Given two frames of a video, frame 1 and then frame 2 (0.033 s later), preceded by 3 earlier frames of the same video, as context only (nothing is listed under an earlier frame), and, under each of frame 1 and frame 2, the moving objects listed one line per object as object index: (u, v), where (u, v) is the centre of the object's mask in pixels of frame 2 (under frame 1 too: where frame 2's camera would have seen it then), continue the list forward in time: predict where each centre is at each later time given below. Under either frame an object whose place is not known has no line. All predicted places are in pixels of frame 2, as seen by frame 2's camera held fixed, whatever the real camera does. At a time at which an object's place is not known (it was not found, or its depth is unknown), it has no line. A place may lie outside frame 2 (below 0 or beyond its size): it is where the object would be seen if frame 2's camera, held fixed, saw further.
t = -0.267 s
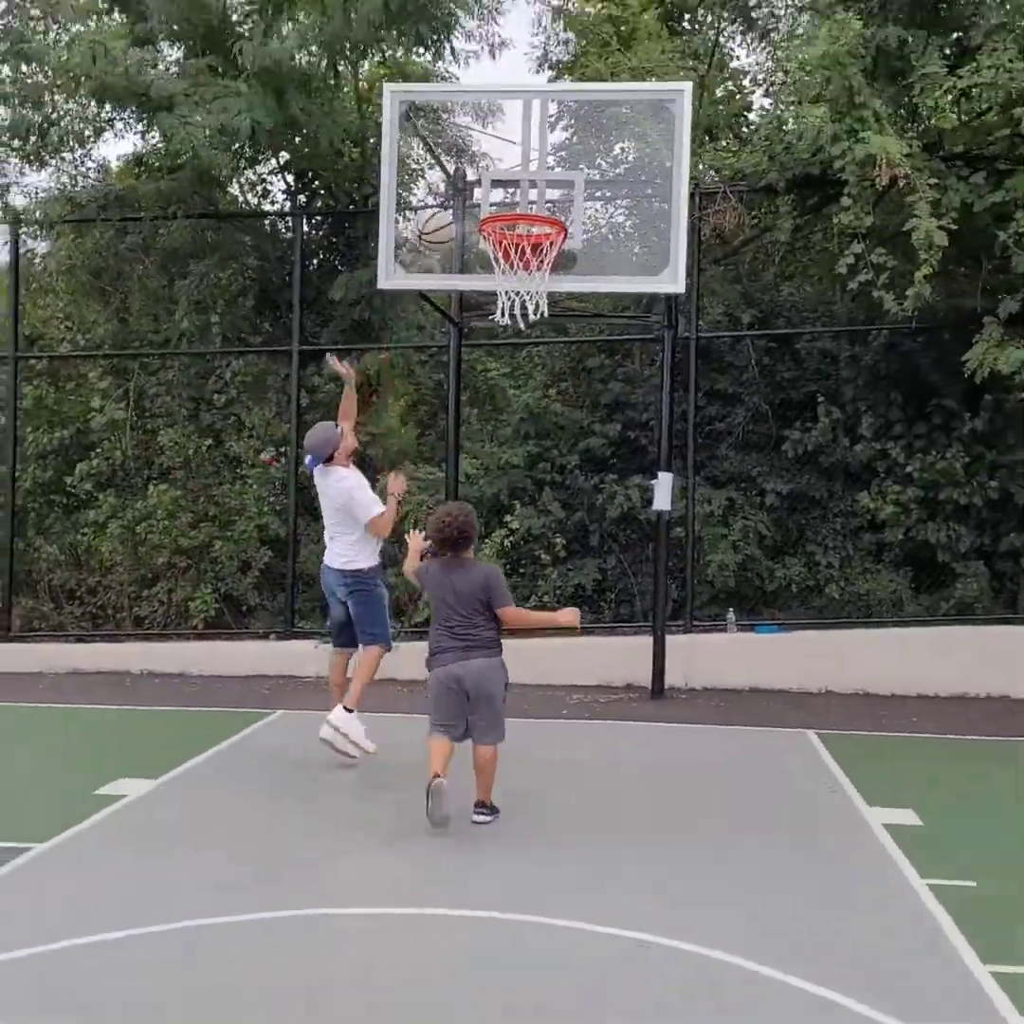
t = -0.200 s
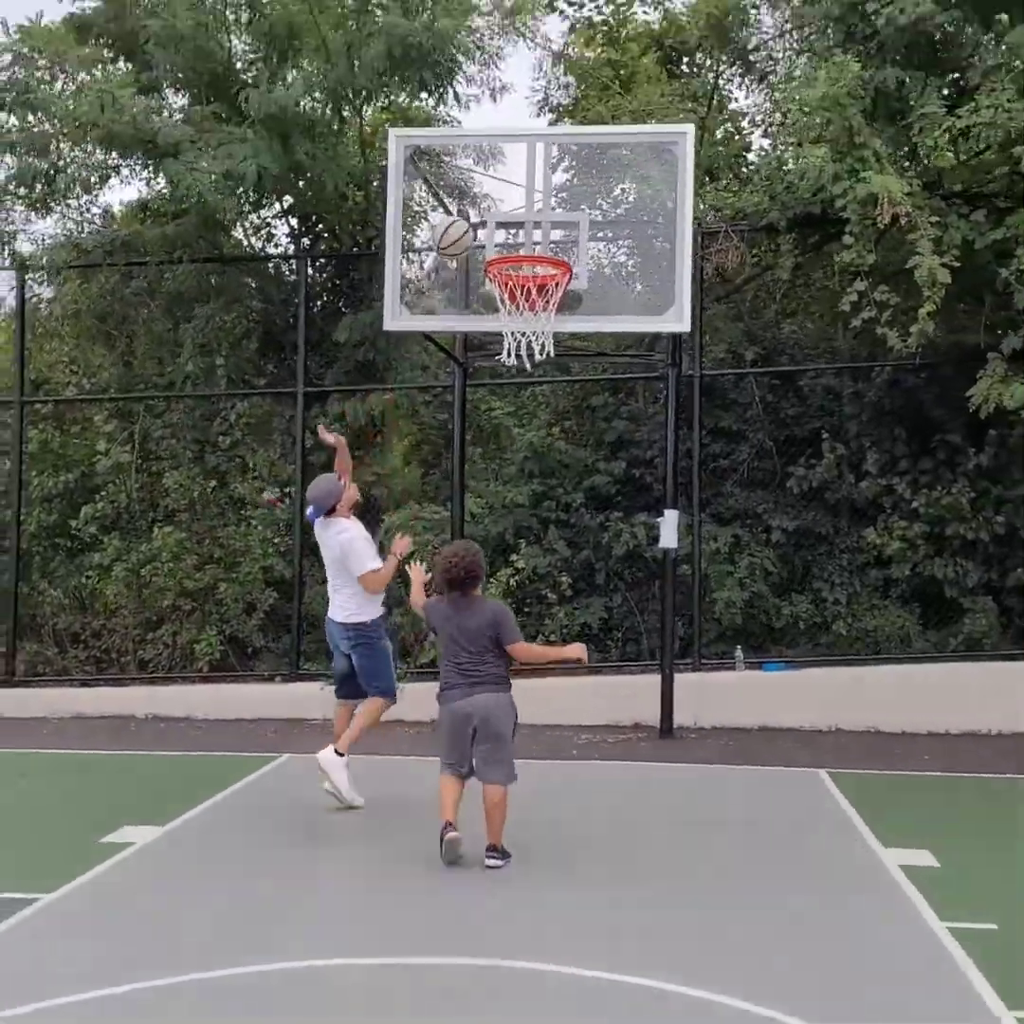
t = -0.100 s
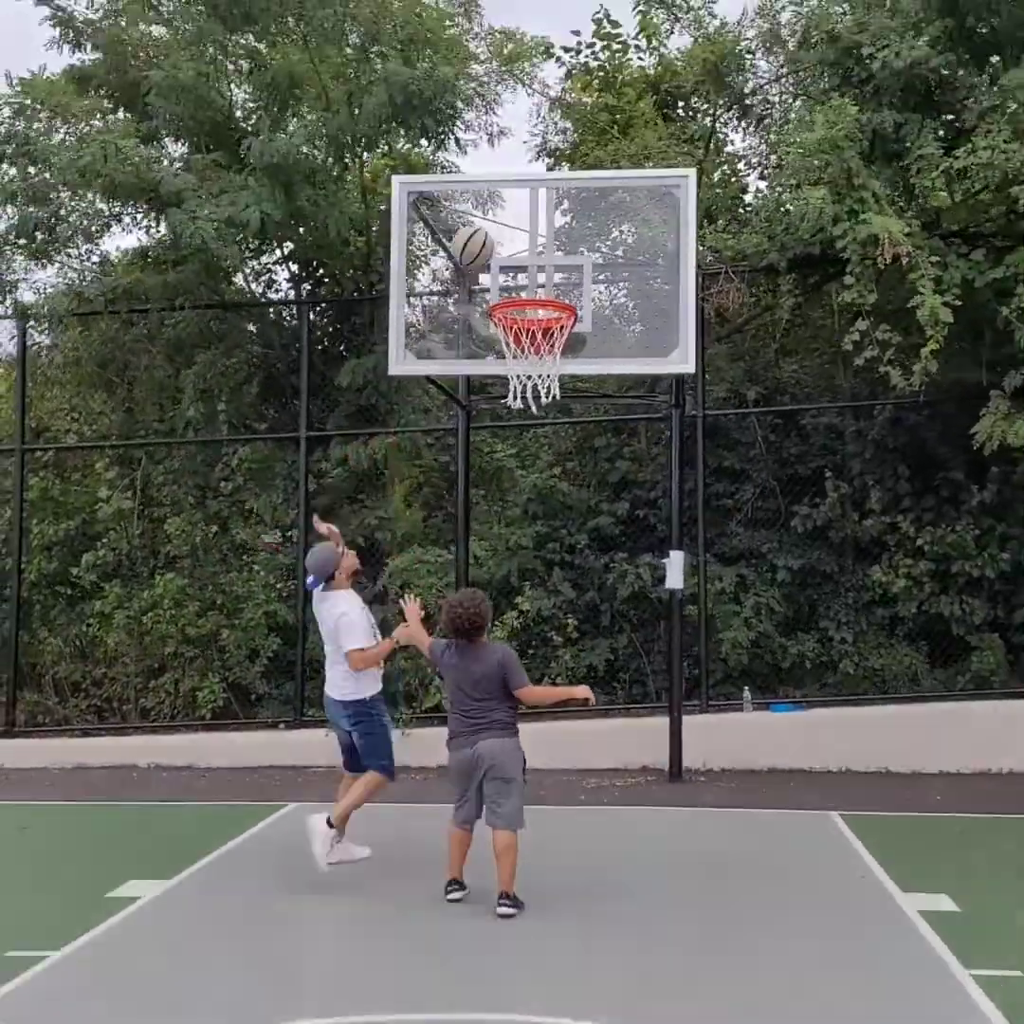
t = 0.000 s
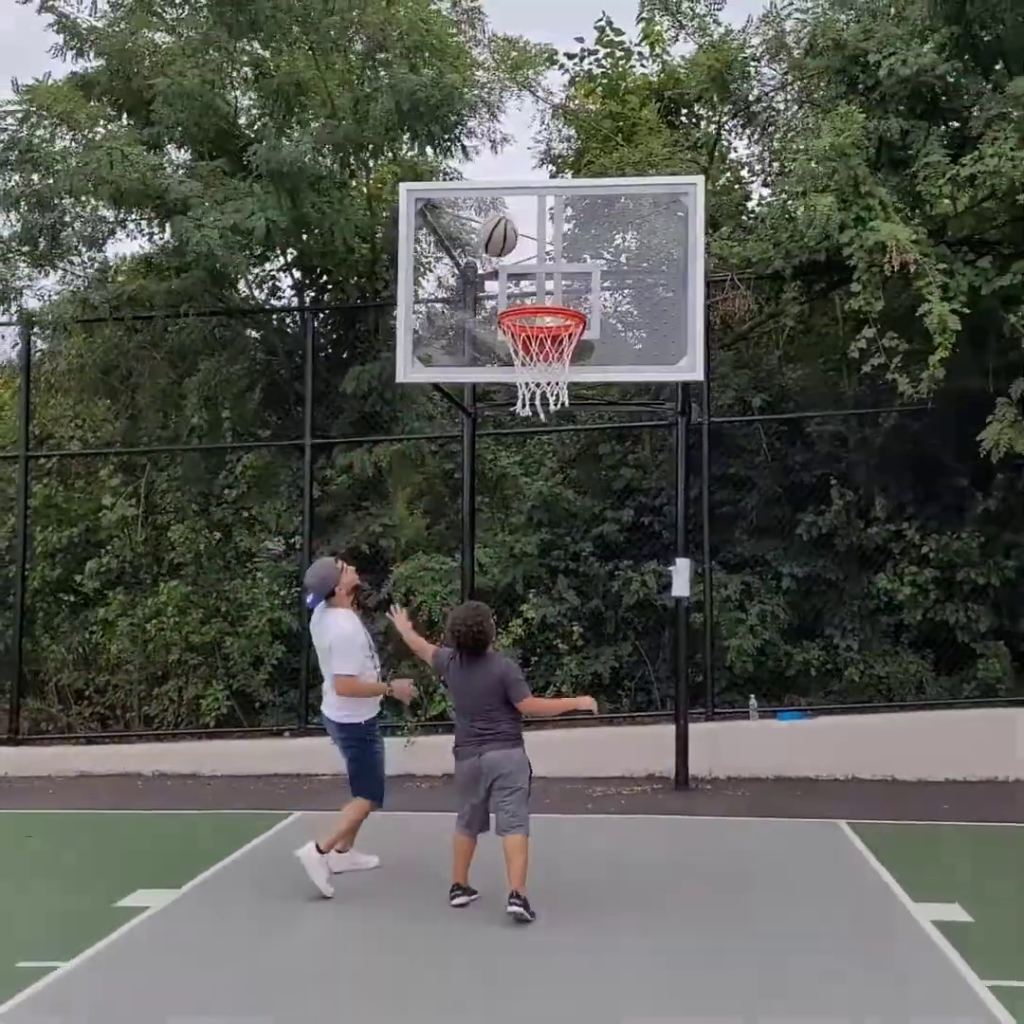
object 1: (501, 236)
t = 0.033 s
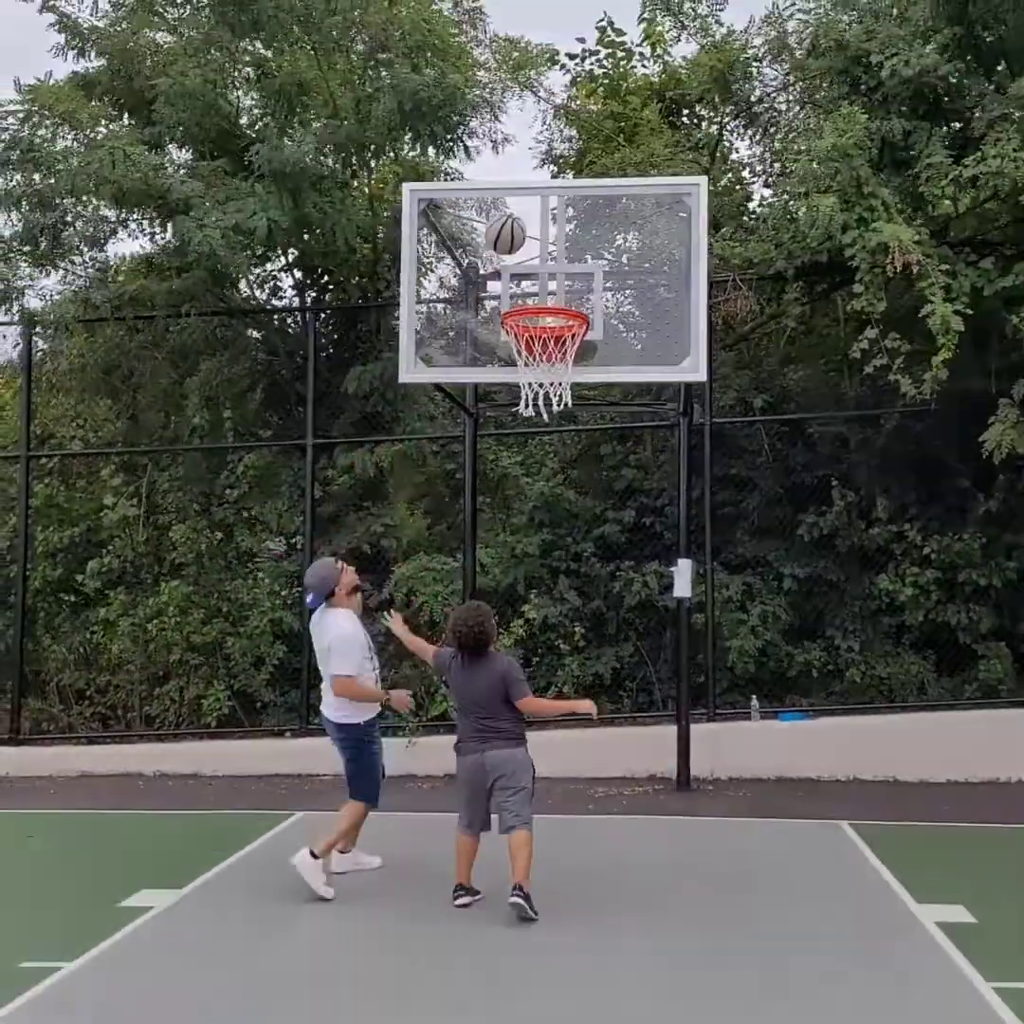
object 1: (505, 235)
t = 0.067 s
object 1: (511, 234)
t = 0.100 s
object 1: (517, 235)
